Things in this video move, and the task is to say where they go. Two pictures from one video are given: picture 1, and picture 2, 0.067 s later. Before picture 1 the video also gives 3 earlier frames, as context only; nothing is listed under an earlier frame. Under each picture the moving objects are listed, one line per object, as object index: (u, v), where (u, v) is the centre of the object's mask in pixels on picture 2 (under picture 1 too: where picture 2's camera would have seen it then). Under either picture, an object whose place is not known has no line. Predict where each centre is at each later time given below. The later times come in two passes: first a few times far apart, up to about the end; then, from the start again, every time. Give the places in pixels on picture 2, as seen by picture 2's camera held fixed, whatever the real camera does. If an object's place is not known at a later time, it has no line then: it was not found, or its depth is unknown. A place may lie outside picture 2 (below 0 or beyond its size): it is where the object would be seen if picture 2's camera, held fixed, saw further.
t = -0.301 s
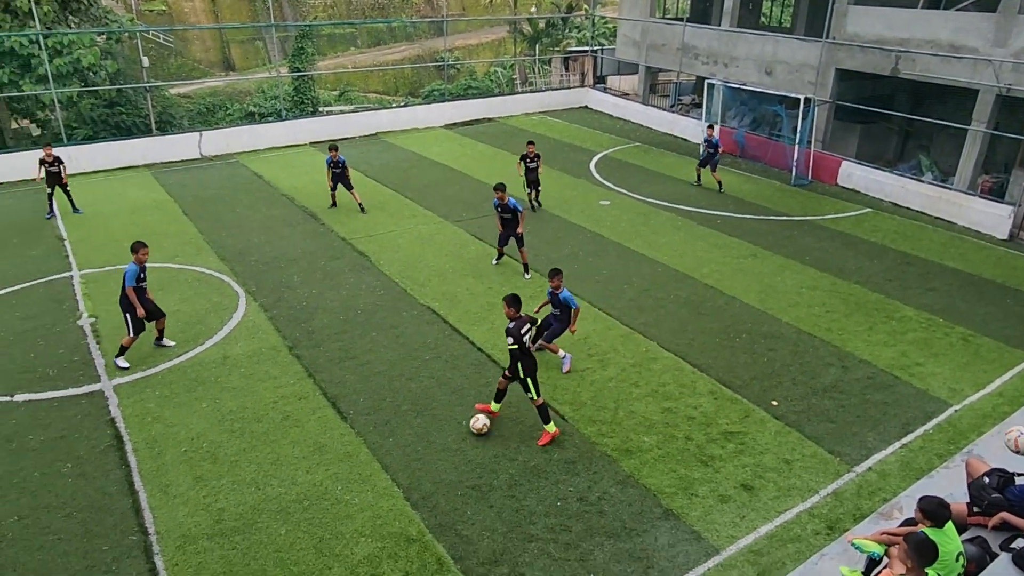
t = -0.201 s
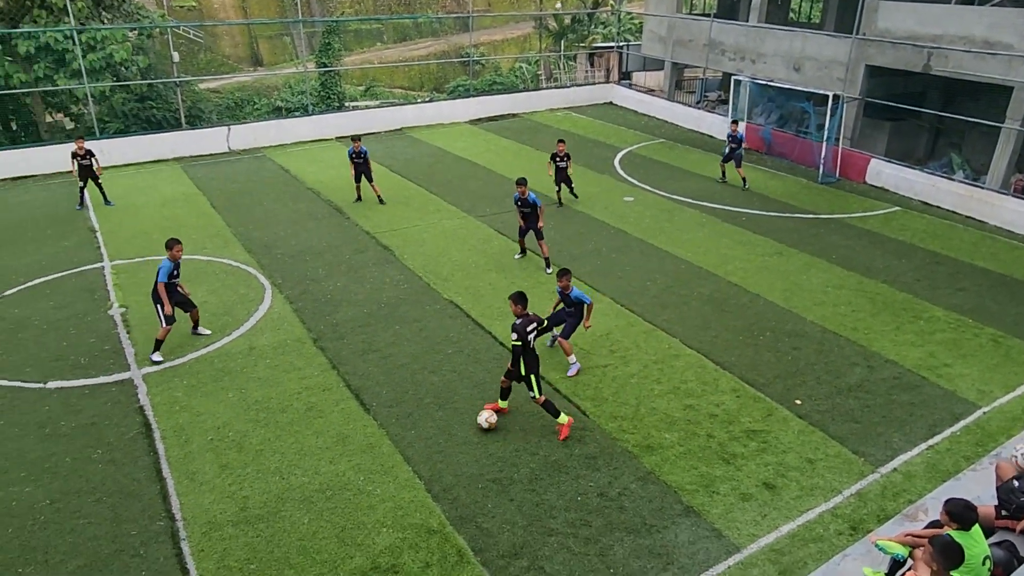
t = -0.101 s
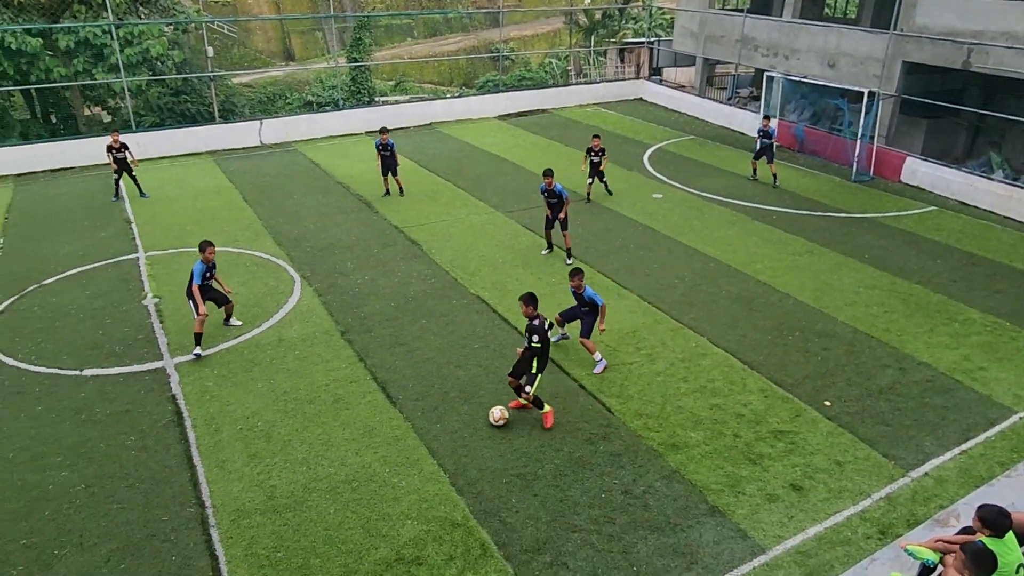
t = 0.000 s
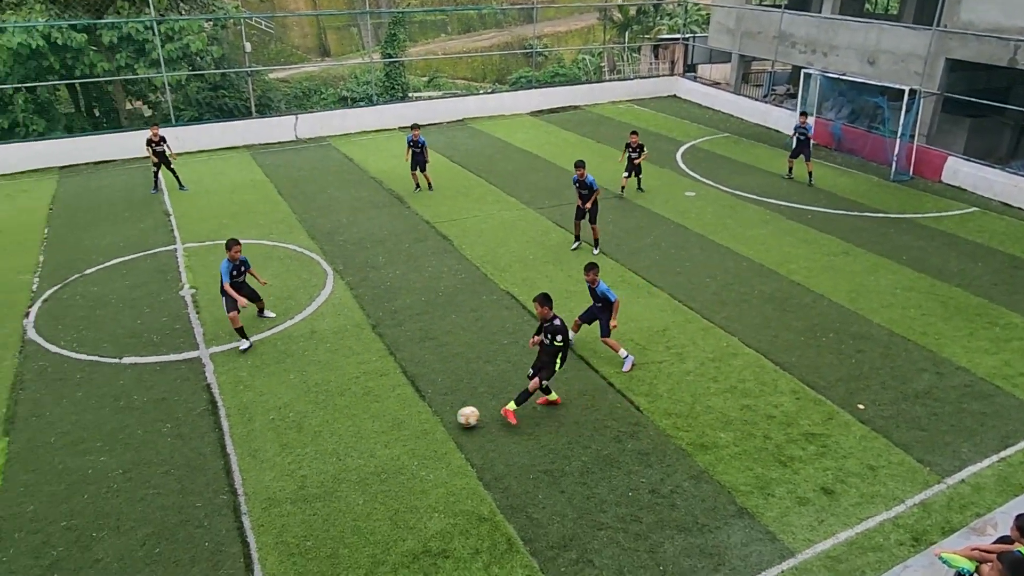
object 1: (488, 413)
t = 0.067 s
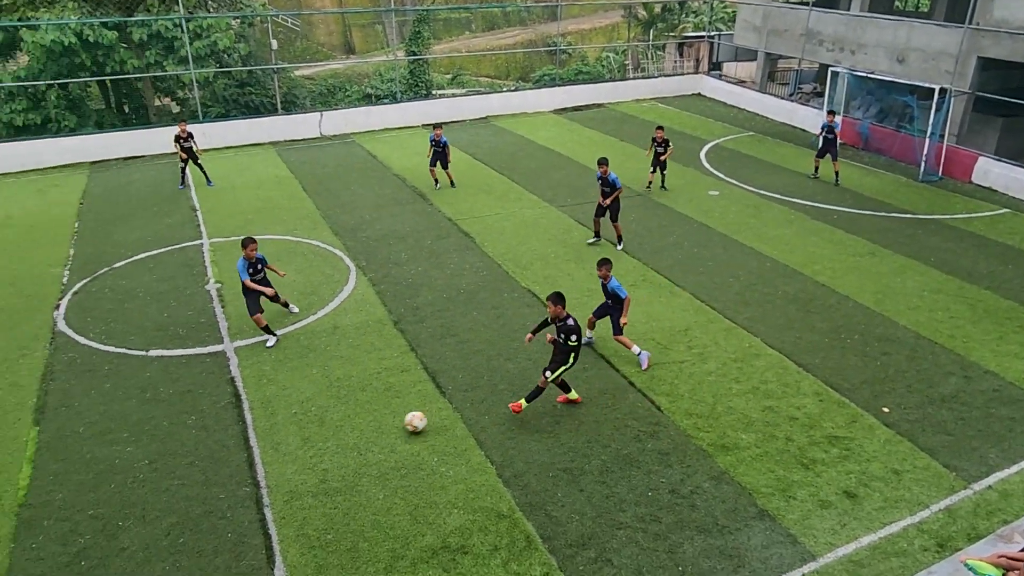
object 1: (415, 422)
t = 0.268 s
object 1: (195, 448)
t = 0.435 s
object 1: (16, 468)
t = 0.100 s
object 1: (378, 427)
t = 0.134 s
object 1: (342, 431)
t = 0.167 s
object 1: (306, 435)
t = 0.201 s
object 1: (269, 438)
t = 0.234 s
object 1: (232, 443)
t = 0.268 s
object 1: (195, 448)
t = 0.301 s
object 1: (159, 452)
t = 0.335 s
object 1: (123, 455)
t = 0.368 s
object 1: (87, 459)
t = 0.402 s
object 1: (51, 463)
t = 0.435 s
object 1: (16, 468)
